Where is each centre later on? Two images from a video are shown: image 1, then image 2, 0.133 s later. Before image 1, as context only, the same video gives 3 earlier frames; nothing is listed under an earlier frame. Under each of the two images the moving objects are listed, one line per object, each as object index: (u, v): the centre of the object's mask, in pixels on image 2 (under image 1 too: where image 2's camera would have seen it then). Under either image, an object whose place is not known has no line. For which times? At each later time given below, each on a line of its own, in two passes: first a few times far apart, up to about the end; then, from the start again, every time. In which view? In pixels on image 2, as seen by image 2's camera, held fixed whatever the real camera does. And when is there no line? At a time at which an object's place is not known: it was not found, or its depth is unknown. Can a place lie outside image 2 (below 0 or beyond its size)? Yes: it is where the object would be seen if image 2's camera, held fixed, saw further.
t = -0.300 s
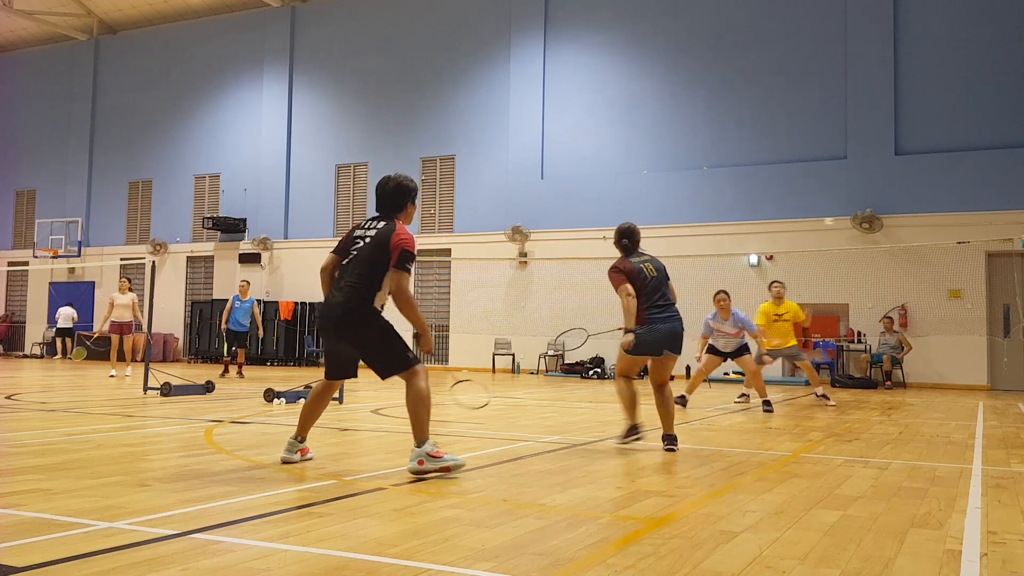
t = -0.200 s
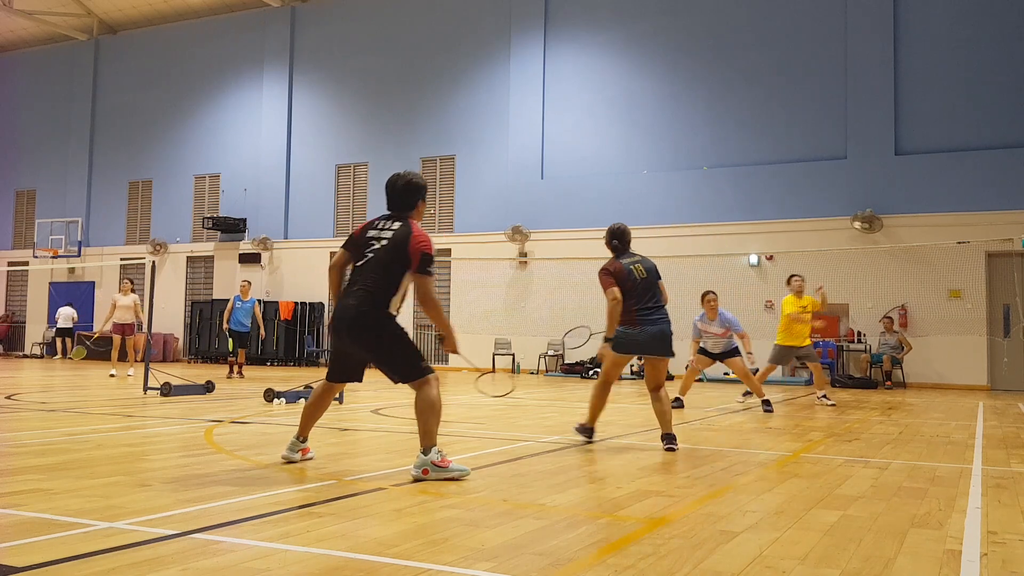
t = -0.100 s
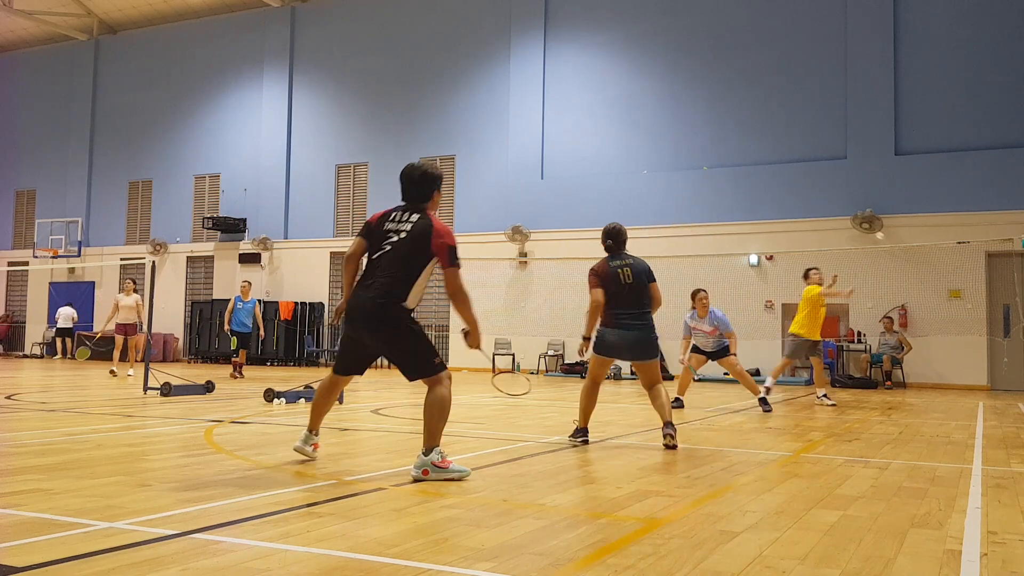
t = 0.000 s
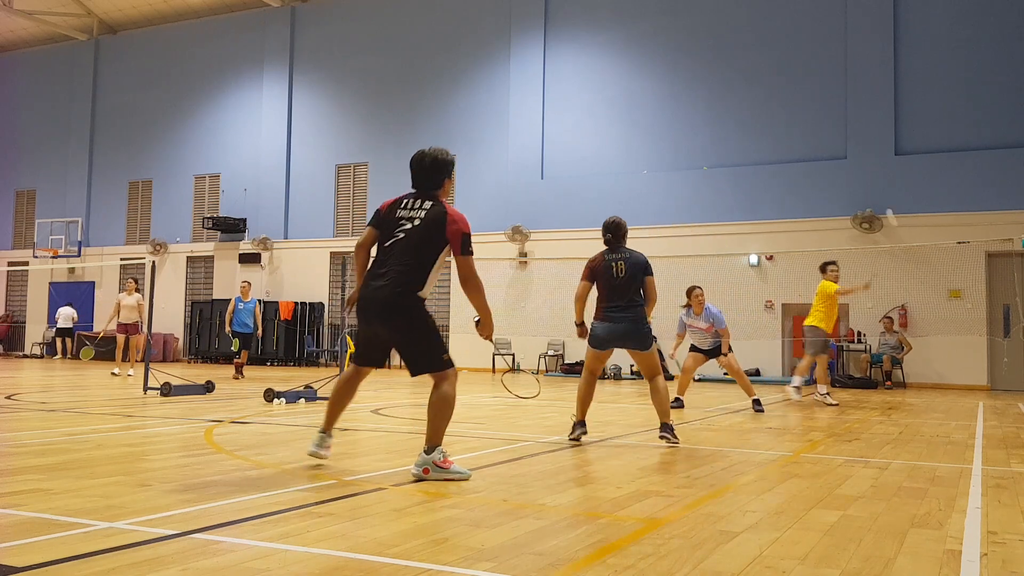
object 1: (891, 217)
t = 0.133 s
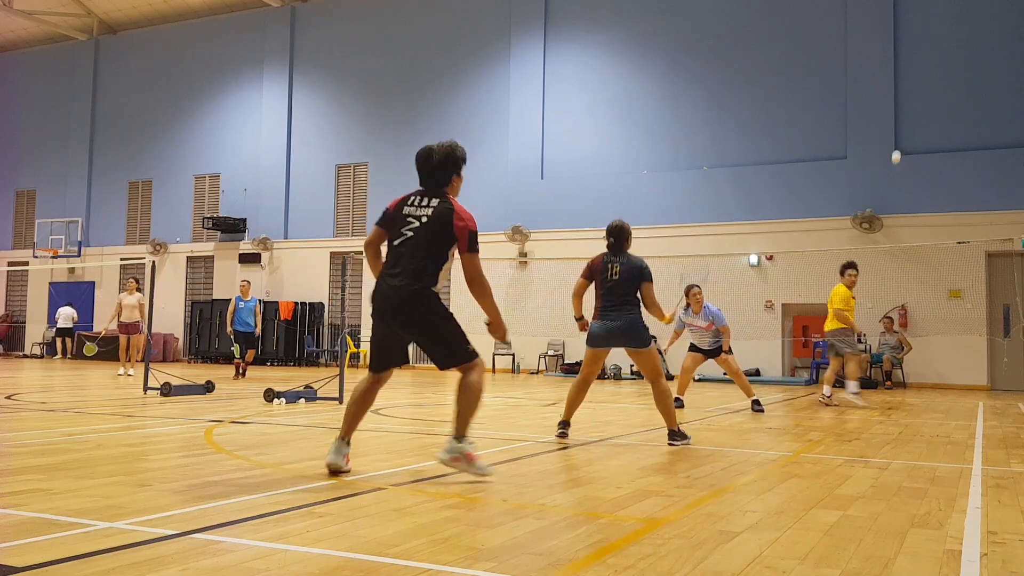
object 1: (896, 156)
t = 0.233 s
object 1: (900, 127)
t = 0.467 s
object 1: (911, 111)
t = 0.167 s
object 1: (897, 145)
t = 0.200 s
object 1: (899, 135)
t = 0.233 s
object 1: (900, 127)
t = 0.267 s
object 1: (902, 119)
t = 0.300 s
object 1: (904, 113)
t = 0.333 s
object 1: (905, 109)
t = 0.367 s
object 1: (907, 107)
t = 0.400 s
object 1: (908, 106)
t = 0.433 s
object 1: (910, 107)
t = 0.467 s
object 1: (911, 111)
